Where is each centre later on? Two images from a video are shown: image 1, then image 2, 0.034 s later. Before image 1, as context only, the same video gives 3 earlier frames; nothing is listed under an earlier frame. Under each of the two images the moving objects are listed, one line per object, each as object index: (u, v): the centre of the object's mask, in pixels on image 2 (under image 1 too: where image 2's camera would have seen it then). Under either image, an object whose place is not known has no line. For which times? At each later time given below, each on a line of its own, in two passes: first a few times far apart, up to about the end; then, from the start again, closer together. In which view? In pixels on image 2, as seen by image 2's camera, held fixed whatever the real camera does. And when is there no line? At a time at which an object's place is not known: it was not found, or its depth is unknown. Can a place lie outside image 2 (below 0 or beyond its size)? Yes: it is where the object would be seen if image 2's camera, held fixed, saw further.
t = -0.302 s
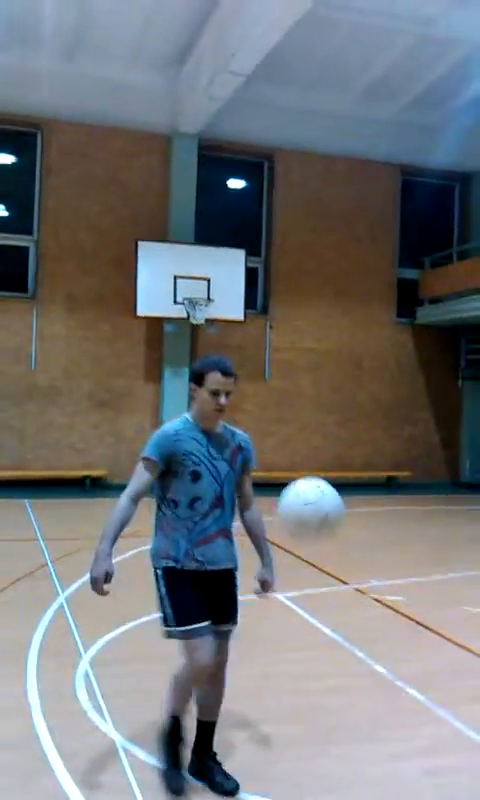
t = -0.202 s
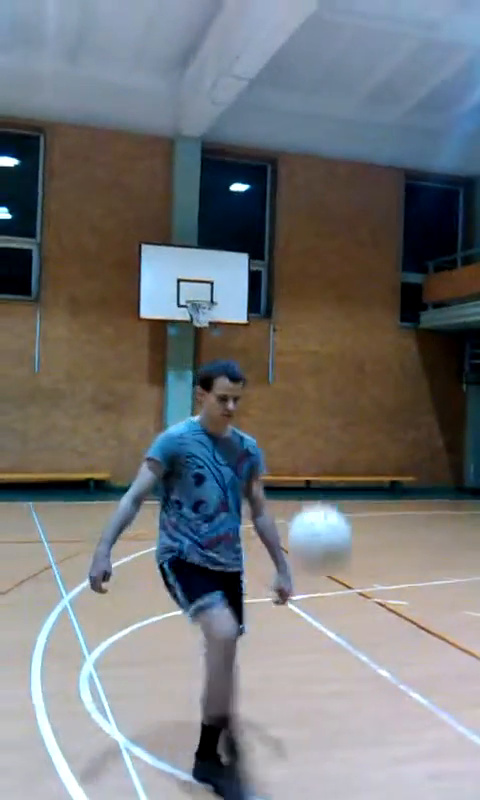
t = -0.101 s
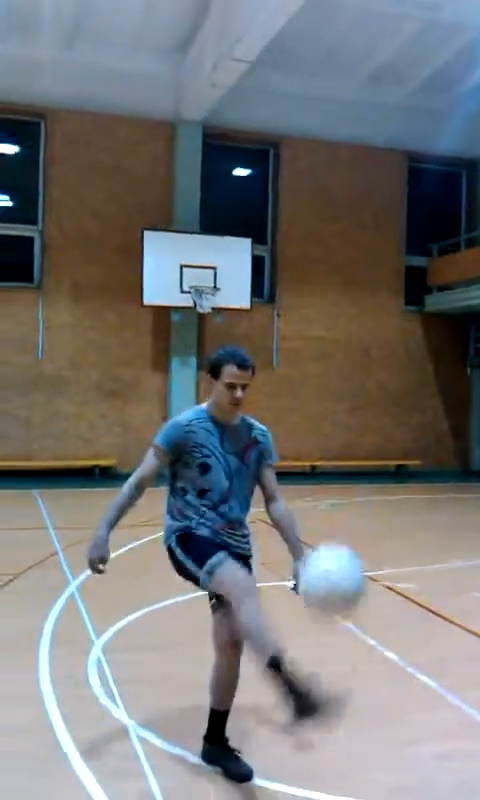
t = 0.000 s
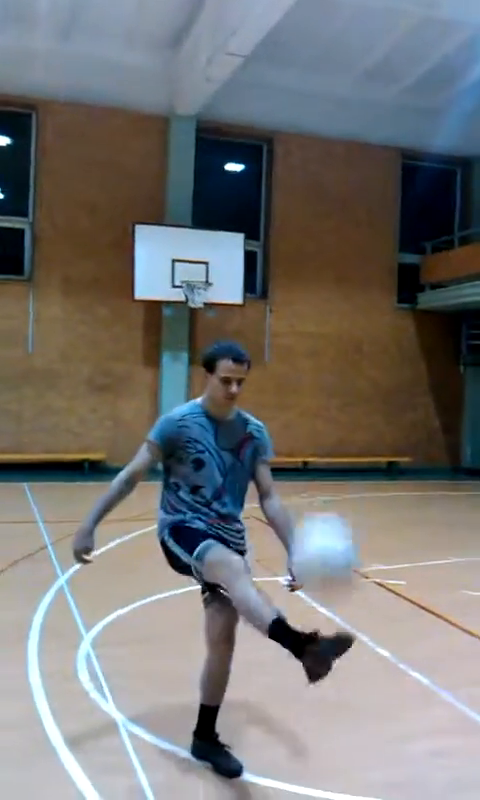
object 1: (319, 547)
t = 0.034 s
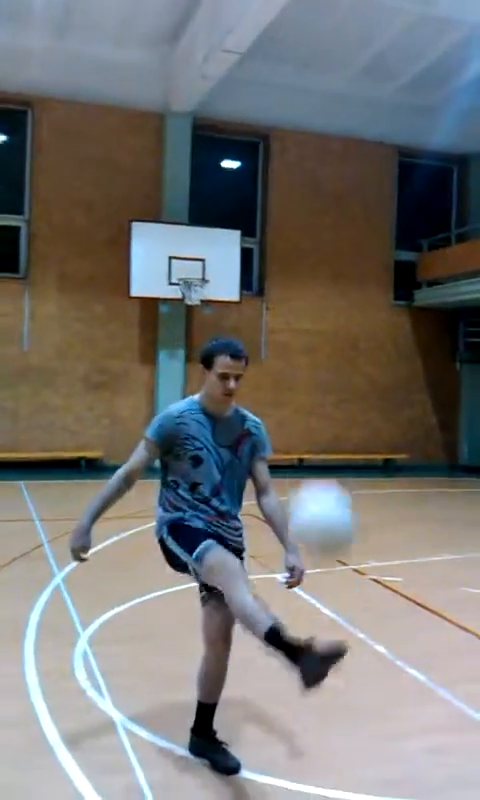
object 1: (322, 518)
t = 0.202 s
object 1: (328, 416)
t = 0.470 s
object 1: (344, 417)
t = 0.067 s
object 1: (328, 485)
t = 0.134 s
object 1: (330, 447)
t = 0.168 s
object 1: (329, 430)
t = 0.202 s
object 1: (328, 416)
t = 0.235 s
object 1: (329, 409)
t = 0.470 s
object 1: (344, 417)
